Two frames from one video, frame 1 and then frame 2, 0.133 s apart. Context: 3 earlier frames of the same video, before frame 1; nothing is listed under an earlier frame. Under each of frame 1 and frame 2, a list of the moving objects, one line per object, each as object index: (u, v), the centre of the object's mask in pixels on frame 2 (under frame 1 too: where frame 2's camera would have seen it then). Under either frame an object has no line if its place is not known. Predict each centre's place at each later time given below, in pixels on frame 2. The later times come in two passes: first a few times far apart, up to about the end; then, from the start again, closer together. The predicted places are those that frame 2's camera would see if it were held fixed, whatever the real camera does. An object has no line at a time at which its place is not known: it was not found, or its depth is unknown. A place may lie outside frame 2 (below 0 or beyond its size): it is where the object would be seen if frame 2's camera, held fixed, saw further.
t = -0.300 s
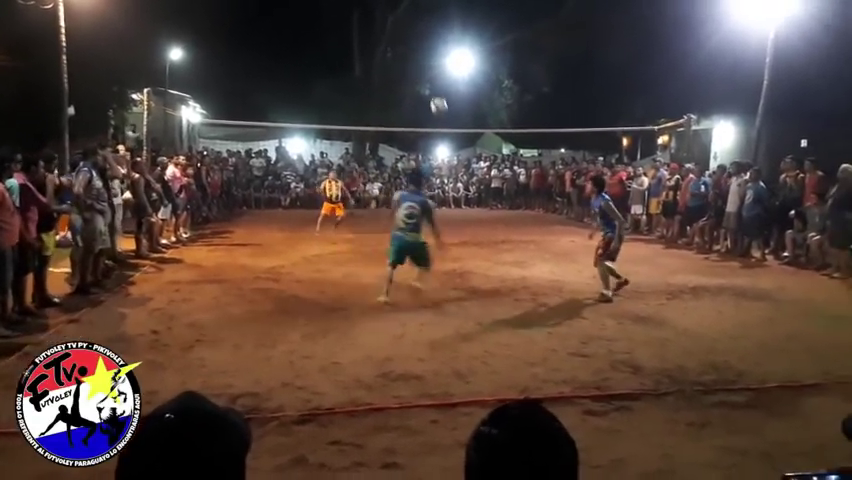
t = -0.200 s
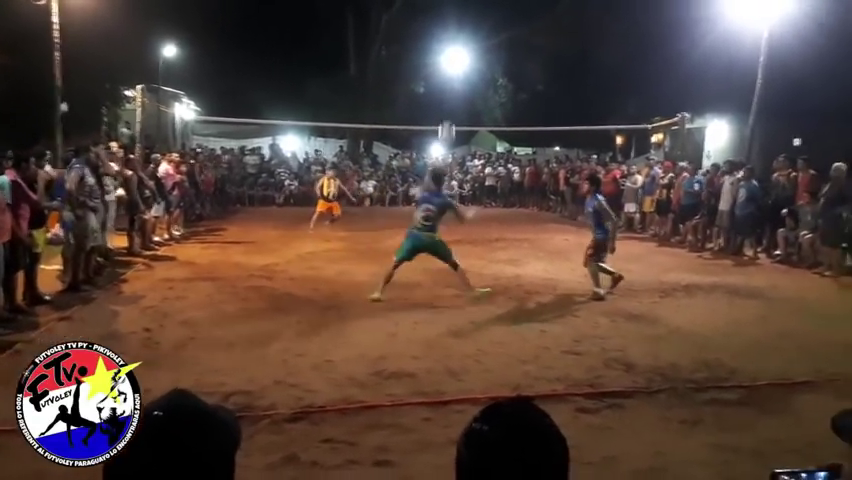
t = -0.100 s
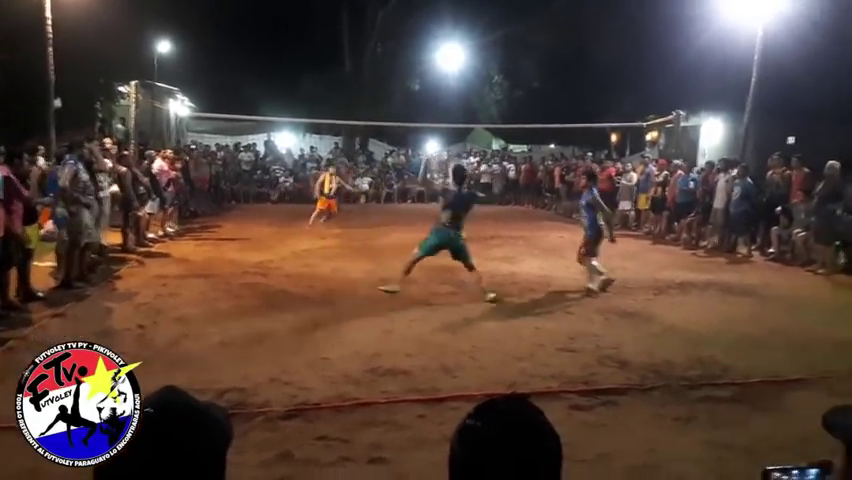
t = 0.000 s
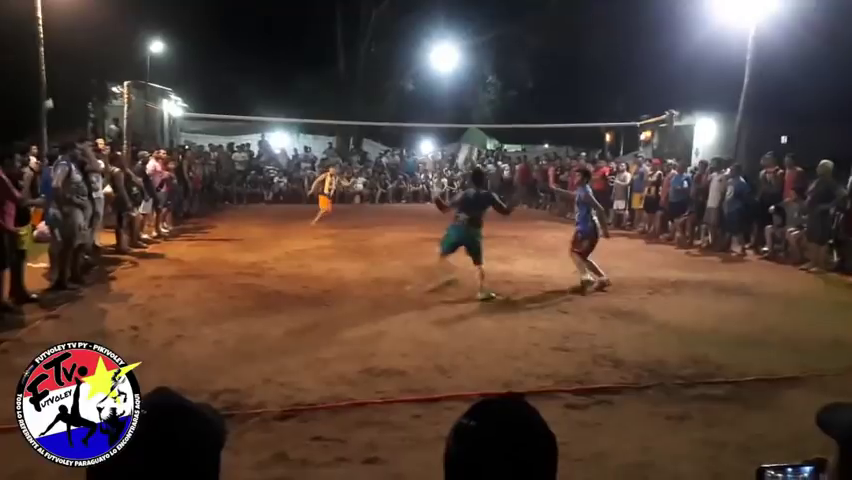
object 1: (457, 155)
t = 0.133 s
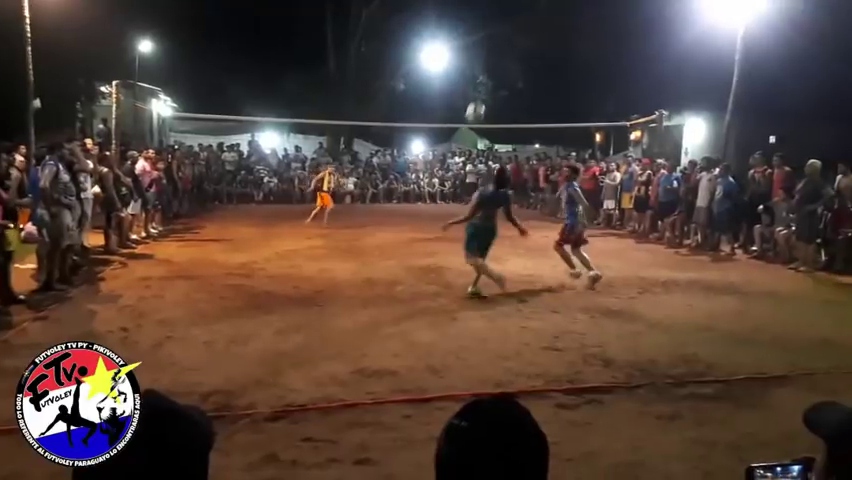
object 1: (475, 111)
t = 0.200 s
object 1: (483, 95)
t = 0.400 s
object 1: (505, 71)
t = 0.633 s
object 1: (527, 82)
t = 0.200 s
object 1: (483, 95)
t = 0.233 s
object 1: (487, 89)
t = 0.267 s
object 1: (491, 83)
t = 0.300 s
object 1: (494, 79)
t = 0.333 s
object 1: (498, 75)
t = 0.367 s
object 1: (502, 72)
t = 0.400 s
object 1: (505, 71)
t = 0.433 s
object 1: (508, 70)
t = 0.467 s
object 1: (512, 70)
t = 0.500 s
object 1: (515, 71)
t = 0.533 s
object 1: (518, 72)
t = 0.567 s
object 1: (521, 75)
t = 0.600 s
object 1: (524, 78)
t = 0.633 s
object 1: (527, 82)
